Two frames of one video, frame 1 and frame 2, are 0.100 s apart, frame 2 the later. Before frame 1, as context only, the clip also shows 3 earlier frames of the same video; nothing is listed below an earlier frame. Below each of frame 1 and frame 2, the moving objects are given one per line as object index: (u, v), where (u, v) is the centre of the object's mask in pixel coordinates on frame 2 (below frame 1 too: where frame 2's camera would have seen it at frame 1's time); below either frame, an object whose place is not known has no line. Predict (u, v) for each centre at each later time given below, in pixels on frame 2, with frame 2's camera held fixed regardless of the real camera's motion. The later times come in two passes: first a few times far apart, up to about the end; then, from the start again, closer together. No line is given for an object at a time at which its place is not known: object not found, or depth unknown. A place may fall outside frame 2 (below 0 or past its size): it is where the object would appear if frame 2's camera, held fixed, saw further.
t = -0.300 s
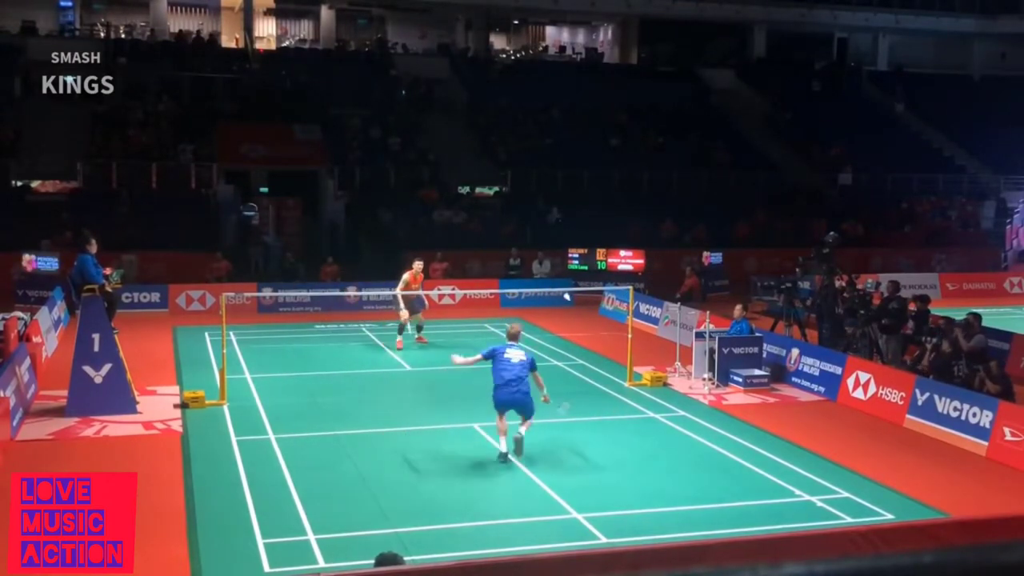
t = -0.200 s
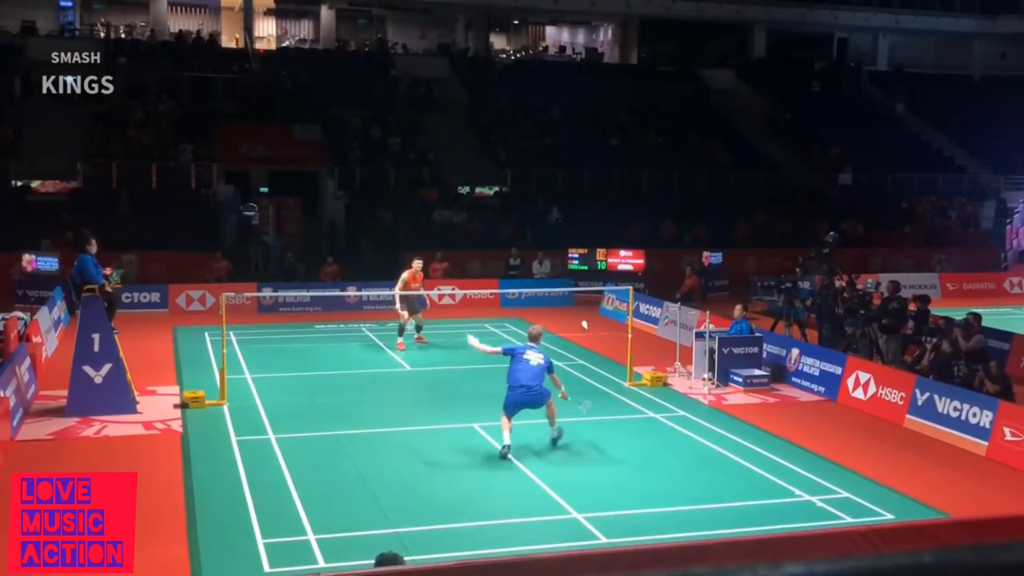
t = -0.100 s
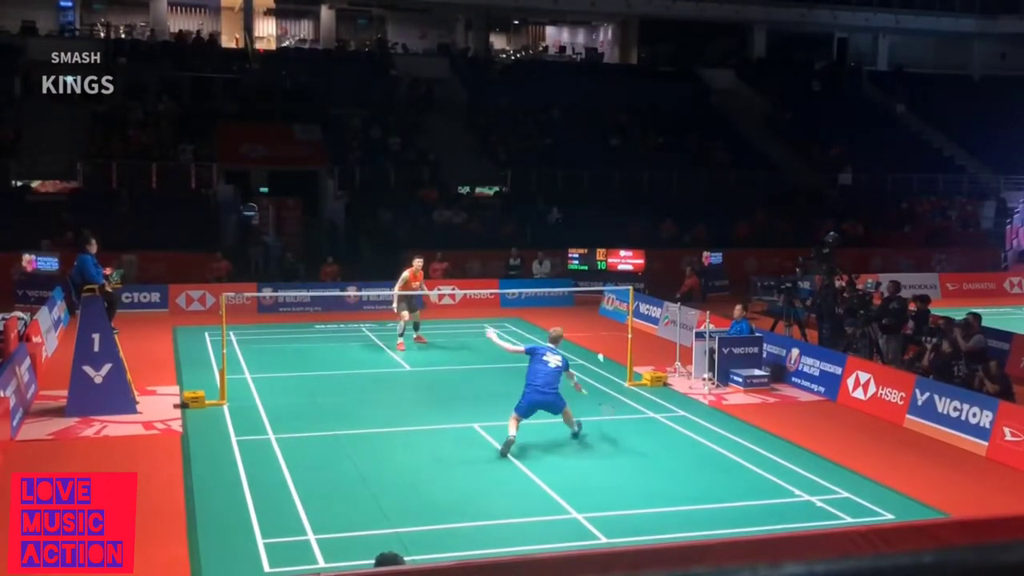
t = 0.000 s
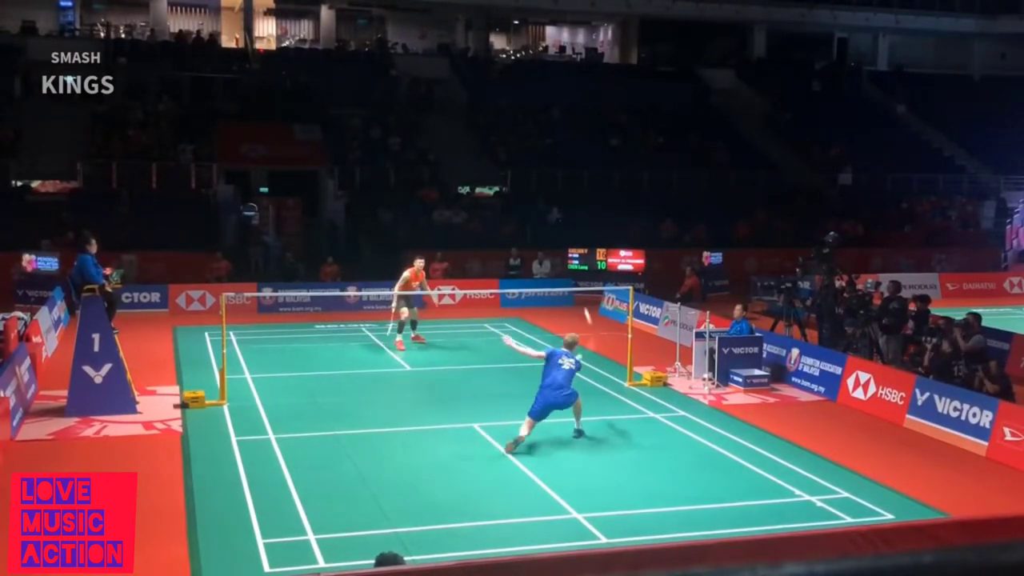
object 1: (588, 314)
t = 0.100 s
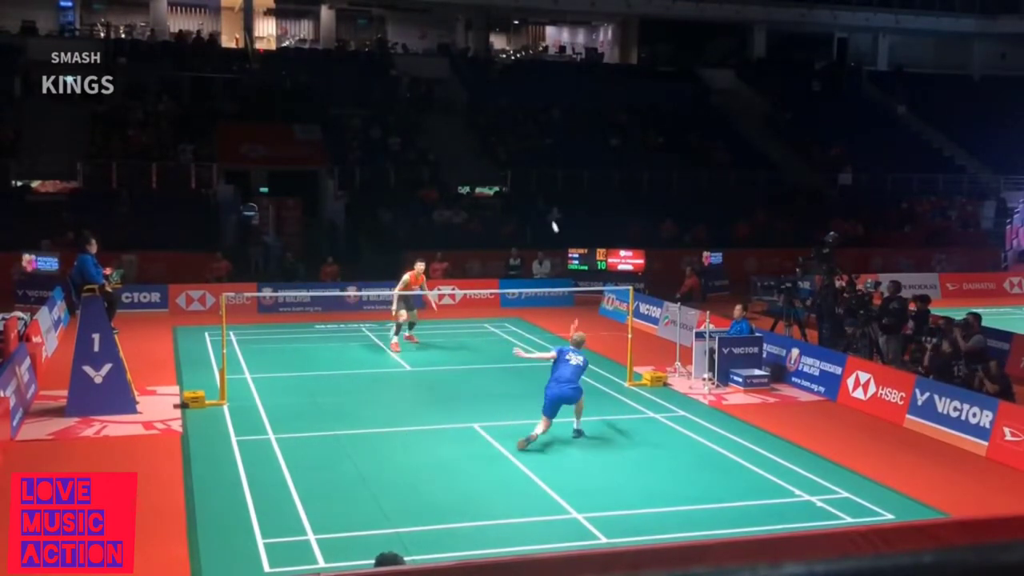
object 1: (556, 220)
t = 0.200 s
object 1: (535, 174)
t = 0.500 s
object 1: (499, 112)
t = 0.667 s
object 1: (487, 107)
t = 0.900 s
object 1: (477, 123)
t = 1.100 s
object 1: (472, 153)
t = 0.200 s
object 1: (535, 174)
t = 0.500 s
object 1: (499, 112)
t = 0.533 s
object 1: (496, 110)
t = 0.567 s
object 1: (494, 108)
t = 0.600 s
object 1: (491, 107)
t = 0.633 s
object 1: (490, 107)
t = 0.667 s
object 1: (487, 107)
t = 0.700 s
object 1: (486, 107)
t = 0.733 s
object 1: (484, 109)
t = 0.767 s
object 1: (482, 110)
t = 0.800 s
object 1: (481, 113)
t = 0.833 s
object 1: (479, 115)
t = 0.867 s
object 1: (478, 119)
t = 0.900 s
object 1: (477, 123)
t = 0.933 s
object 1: (476, 127)
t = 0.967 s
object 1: (475, 131)
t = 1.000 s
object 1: (474, 136)
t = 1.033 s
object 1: (473, 142)
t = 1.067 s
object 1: (472, 147)
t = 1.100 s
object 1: (472, 153)
